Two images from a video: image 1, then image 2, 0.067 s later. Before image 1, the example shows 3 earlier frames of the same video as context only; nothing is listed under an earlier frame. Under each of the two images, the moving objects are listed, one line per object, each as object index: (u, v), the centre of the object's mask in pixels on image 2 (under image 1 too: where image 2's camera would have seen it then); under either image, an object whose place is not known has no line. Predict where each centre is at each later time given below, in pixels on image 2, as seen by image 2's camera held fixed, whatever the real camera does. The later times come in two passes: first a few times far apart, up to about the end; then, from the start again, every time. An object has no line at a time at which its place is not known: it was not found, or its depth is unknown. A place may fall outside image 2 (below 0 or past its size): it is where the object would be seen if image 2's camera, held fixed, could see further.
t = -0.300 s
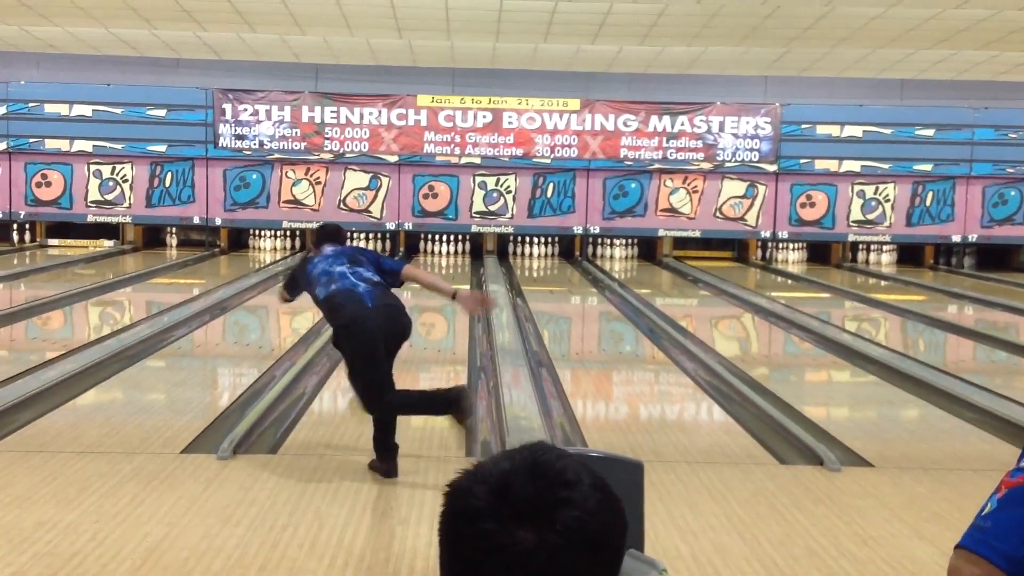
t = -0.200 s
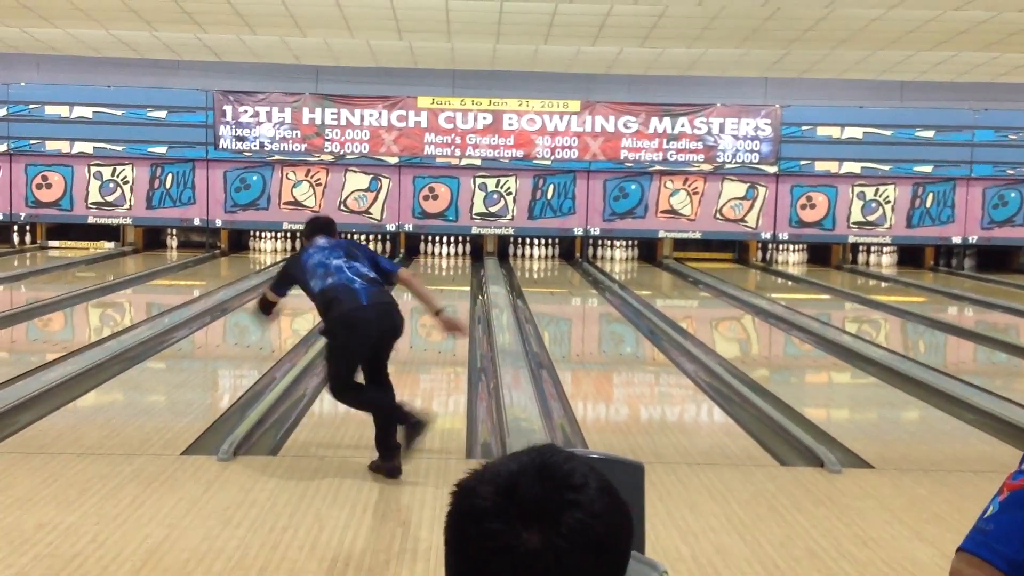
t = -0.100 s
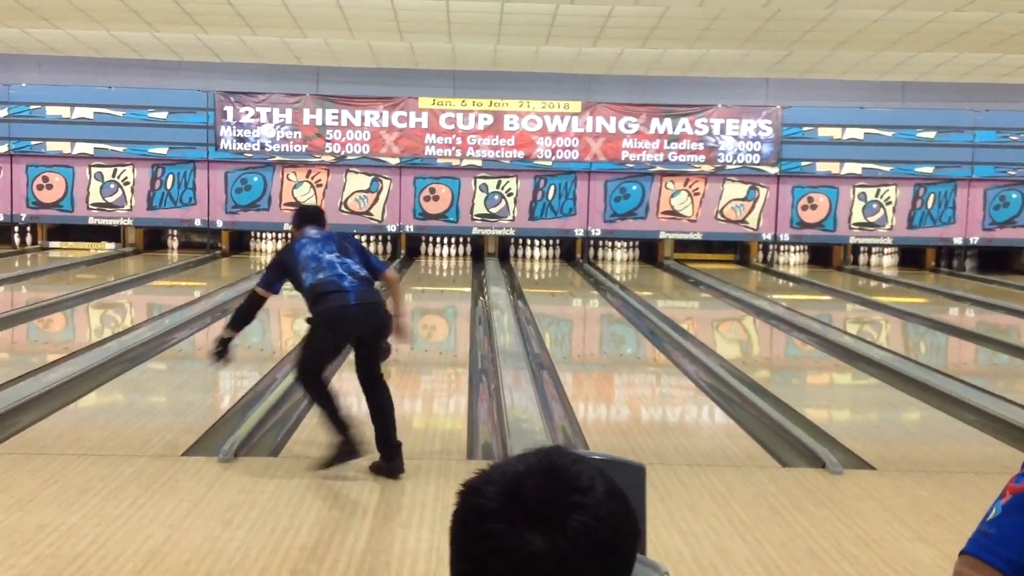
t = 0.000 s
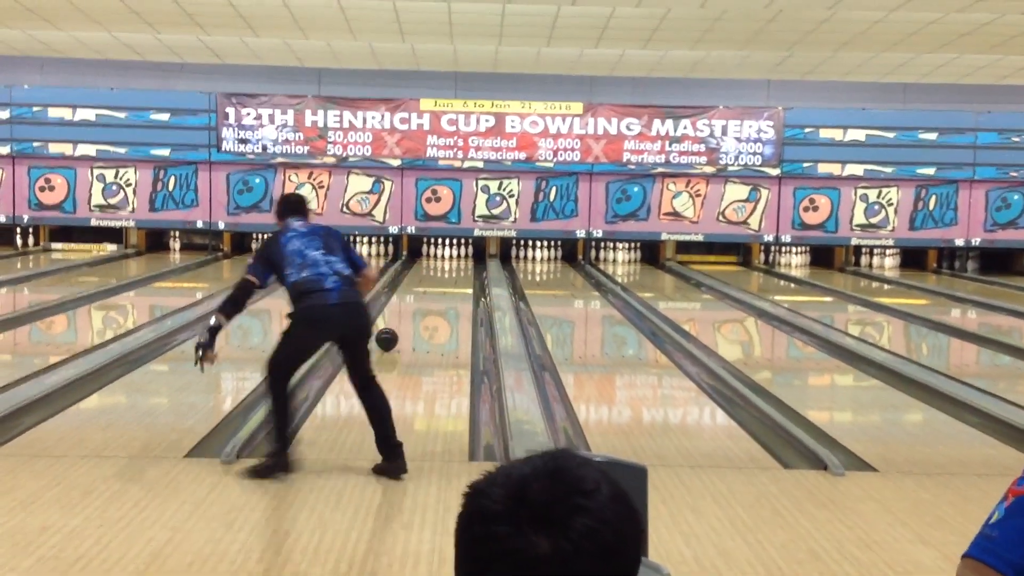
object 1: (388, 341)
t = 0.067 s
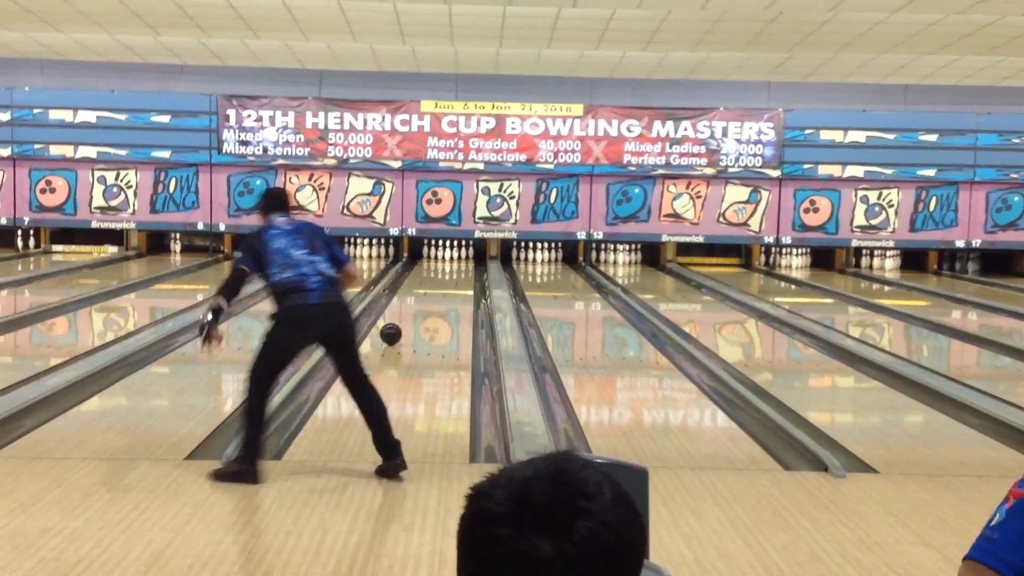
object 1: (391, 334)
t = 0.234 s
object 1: (399, 319)
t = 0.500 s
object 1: (409, 300)
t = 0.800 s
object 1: (422, 285)
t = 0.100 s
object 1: (392, 331)
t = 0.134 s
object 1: (394, 328)
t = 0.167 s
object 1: (396, 324)
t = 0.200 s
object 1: (397, 321)
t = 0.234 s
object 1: (399, 319)
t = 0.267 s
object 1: (400, 316)
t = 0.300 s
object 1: (401, 313)
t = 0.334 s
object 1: (403, 311)
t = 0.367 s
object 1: (404, 309)
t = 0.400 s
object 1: (405, 307)
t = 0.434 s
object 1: (406, 305)
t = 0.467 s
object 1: (408, 303)
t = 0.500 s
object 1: (409, 300)
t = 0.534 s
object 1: (410, 299)
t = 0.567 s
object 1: (411, 297)
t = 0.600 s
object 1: (413, 295)
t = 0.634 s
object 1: (414, 293)
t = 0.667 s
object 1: (415, 292)
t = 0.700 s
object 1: (417, 289)
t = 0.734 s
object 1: (419, 288)
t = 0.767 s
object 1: (420, 286)
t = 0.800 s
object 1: (422, 285)
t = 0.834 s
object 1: (423, 284)
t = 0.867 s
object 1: (425, 282)
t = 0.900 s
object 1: (426, 281)
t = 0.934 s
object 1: (428, 279)
